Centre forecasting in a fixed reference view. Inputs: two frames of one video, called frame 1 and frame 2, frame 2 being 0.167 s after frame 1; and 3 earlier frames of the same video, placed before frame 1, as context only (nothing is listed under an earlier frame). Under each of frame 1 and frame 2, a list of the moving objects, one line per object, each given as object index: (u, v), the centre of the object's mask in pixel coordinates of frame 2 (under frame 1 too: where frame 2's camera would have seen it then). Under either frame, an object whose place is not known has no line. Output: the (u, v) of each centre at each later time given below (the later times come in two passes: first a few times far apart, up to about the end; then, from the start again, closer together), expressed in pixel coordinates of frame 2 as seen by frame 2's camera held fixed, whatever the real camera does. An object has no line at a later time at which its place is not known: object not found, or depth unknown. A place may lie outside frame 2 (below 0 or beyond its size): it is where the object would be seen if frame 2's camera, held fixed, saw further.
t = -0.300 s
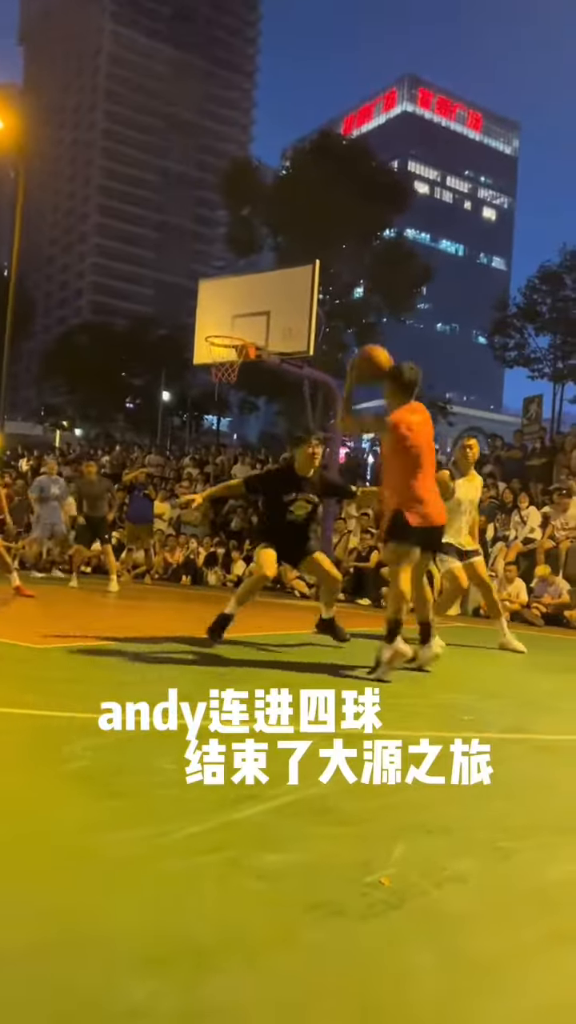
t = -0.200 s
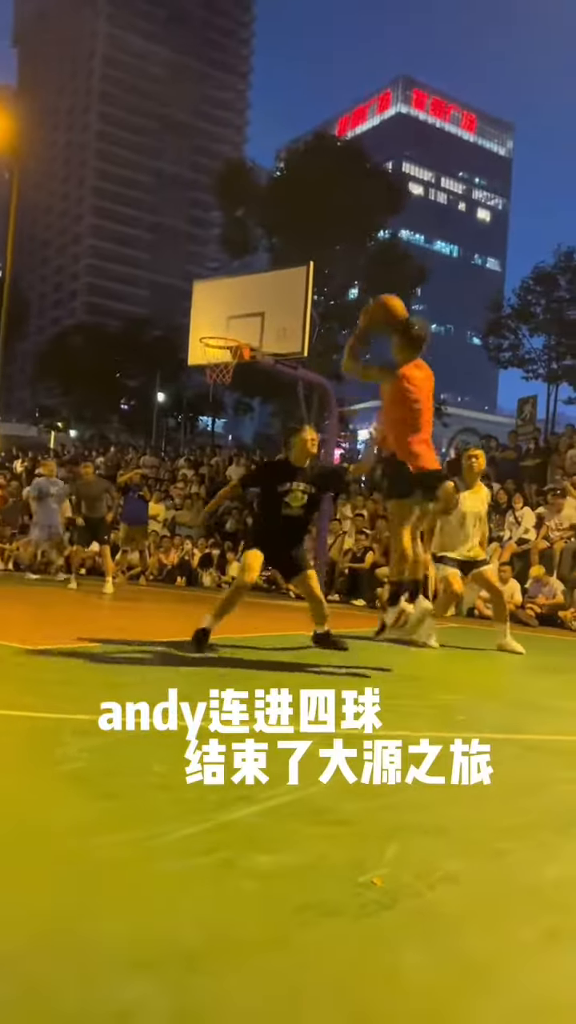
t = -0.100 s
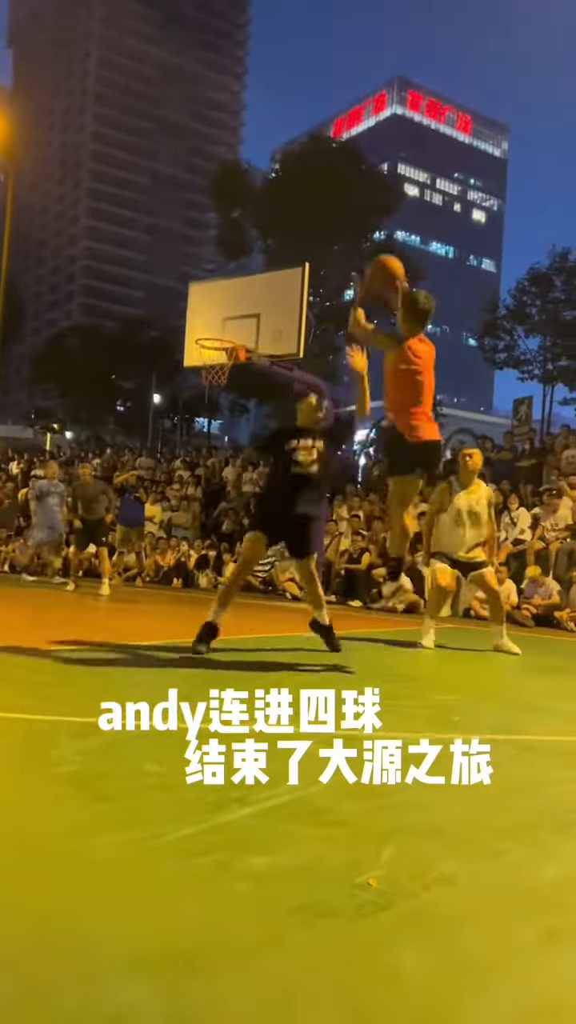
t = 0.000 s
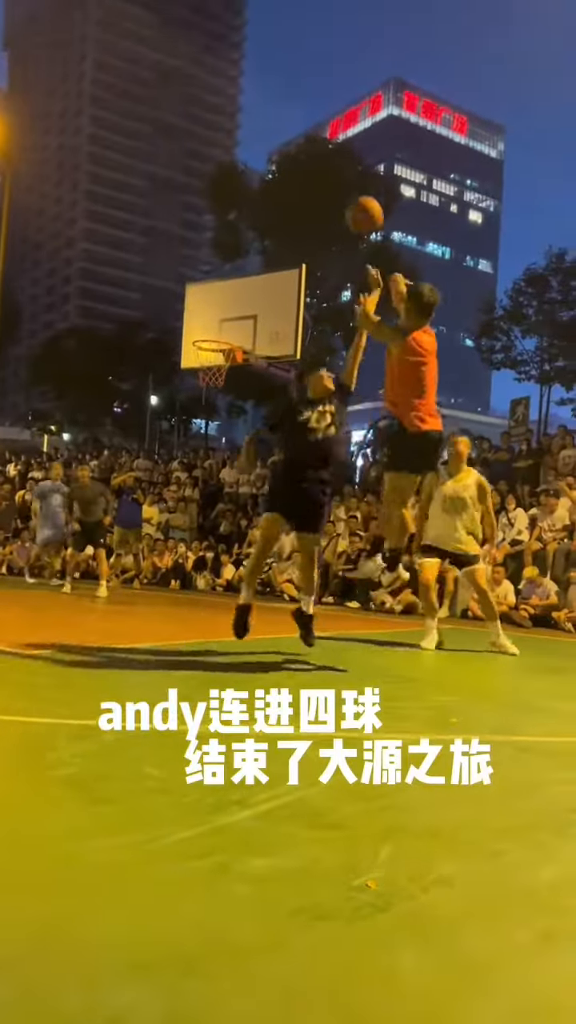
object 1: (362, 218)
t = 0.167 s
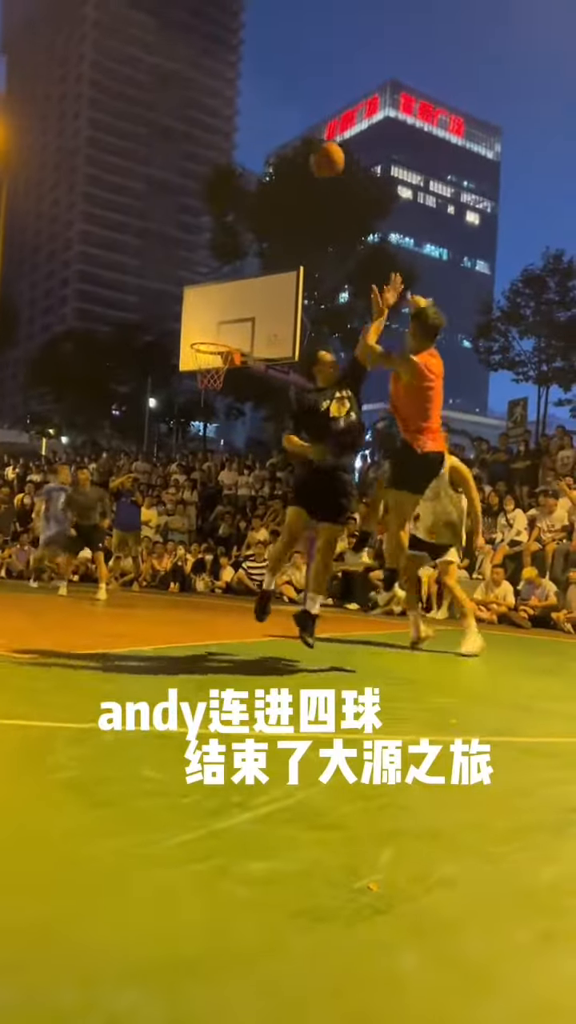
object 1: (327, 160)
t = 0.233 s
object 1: (317, 149)
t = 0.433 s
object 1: (283, 151)
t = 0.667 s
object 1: (252, 200)
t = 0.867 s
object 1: (229, 275)
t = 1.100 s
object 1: (207, 373)
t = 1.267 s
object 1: (207, 407)
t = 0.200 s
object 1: (322, 155)
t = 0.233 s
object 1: (317, 149)
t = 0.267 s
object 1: (311, 146)
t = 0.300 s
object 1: (305, 144)
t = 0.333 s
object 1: (299, 144)
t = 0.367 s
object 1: (294, 145)
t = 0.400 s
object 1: (287, 148)
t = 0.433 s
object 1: (283, 151)
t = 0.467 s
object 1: (280, 154)
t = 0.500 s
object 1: (274, 162)
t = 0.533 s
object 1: (271, 167)
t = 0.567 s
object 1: (266, 174)
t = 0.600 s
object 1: (264, 182)
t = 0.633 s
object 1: (258, 189)
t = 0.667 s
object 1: (252, 200)
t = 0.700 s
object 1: (248, 212)
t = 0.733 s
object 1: (244, 222)
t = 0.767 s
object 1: (239, 236)
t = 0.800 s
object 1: (235, 249)
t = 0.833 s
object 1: (233, 260)
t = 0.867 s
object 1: (229, 275)
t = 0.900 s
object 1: (223, 290)
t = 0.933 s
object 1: (219, 305)
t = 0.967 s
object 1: (215, 321)
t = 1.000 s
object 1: (212, 335)
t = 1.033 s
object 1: (207, 352)
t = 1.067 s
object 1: (205, 370)
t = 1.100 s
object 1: (207, 373)
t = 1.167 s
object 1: (207, 384)
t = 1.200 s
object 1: (207, 390)
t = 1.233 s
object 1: (207, 397)
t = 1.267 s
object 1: (207, 407)
